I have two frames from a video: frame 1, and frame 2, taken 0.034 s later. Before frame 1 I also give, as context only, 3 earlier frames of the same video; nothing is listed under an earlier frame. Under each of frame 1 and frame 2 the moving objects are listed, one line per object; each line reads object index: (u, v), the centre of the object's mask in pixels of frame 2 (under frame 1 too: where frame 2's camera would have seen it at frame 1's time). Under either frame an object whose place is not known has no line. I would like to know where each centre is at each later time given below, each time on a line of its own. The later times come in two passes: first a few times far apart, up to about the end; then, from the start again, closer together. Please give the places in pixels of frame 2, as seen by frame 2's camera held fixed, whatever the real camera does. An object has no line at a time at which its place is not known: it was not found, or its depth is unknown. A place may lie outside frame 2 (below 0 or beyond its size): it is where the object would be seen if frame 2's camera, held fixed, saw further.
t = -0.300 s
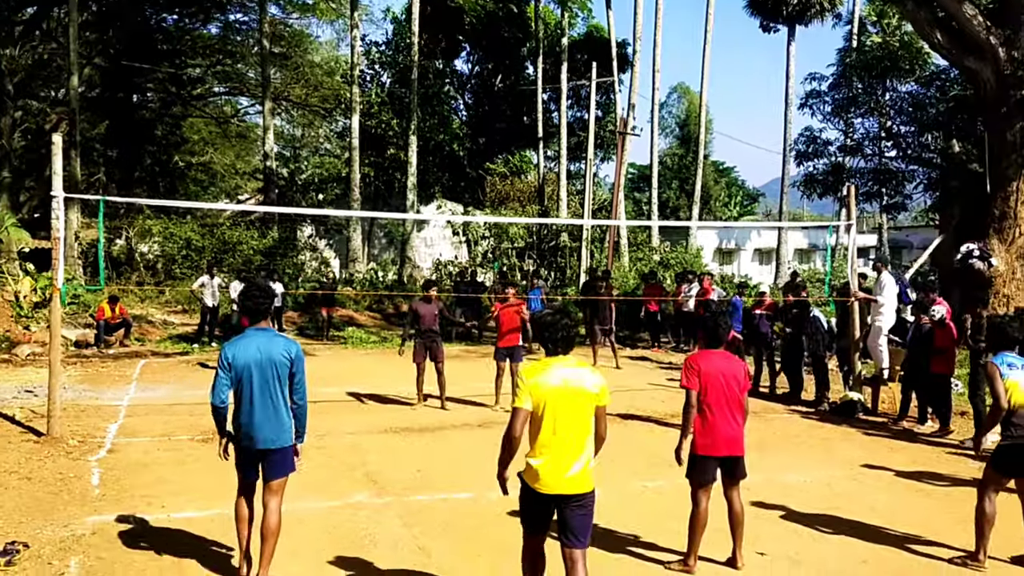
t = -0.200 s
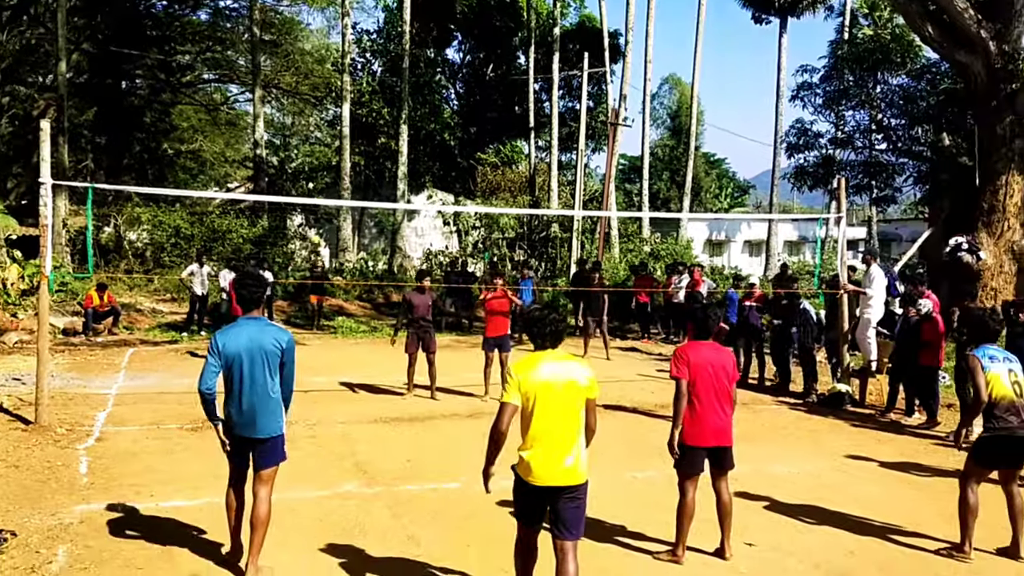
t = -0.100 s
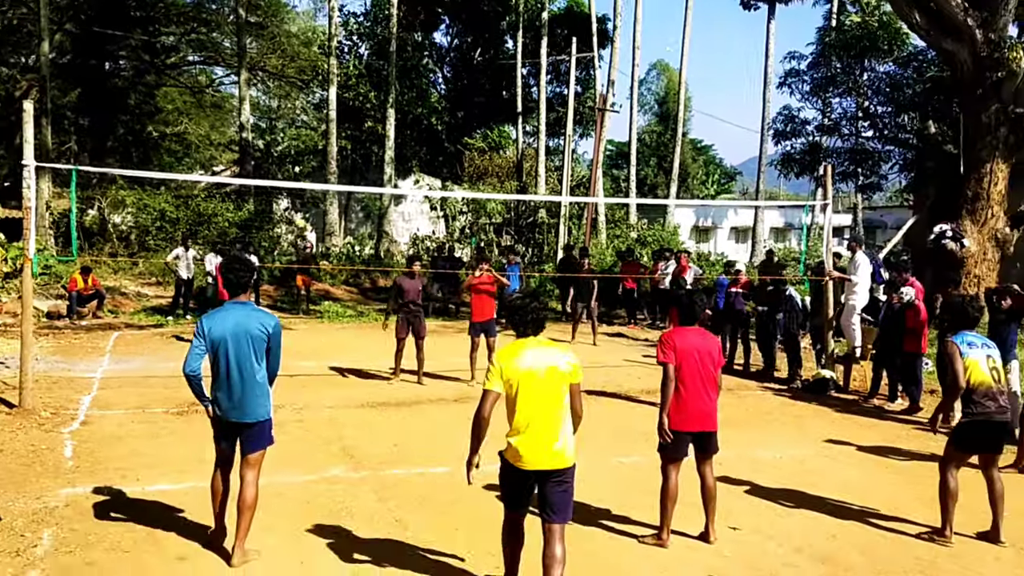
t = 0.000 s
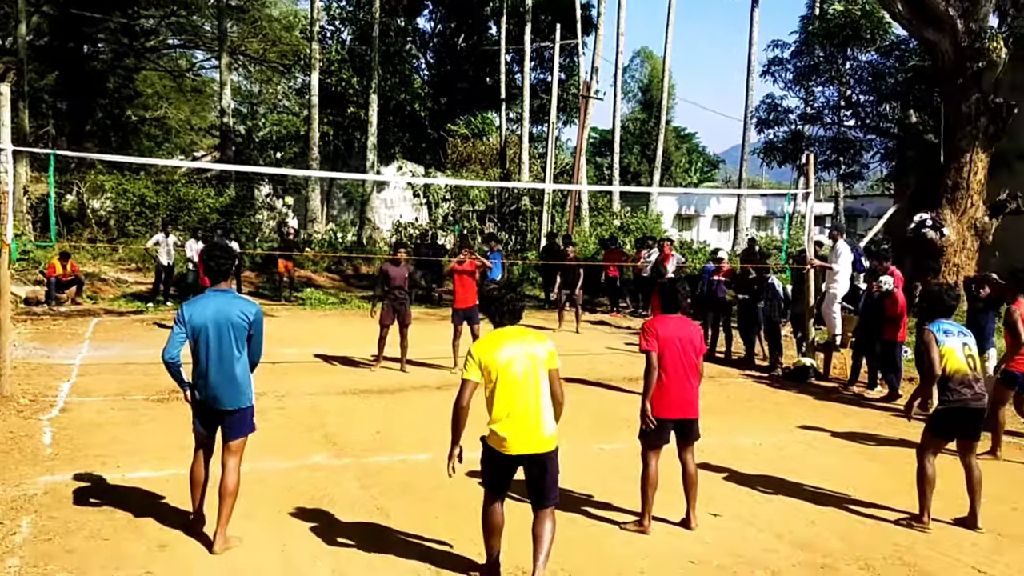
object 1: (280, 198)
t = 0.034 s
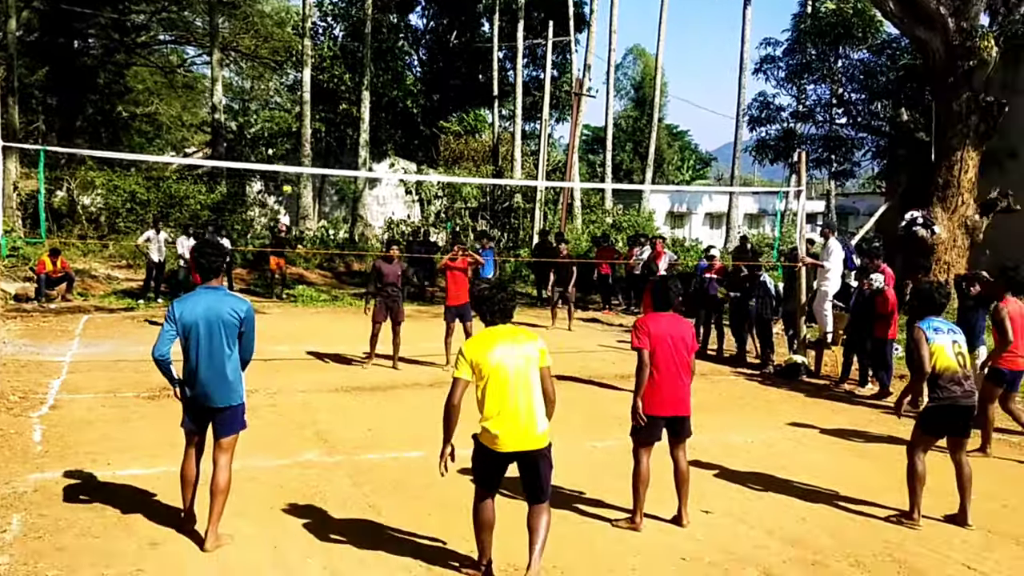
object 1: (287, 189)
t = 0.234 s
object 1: (331, 143)
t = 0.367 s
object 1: (367, 116)
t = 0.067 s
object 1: (294, 181)
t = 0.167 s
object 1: (316, 159)
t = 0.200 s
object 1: (324, 150)
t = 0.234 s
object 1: (331, 143)
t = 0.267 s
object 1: (340, 136)
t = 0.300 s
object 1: (348, 129)
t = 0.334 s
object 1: (357, 122)
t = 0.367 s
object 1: (367, 116)
